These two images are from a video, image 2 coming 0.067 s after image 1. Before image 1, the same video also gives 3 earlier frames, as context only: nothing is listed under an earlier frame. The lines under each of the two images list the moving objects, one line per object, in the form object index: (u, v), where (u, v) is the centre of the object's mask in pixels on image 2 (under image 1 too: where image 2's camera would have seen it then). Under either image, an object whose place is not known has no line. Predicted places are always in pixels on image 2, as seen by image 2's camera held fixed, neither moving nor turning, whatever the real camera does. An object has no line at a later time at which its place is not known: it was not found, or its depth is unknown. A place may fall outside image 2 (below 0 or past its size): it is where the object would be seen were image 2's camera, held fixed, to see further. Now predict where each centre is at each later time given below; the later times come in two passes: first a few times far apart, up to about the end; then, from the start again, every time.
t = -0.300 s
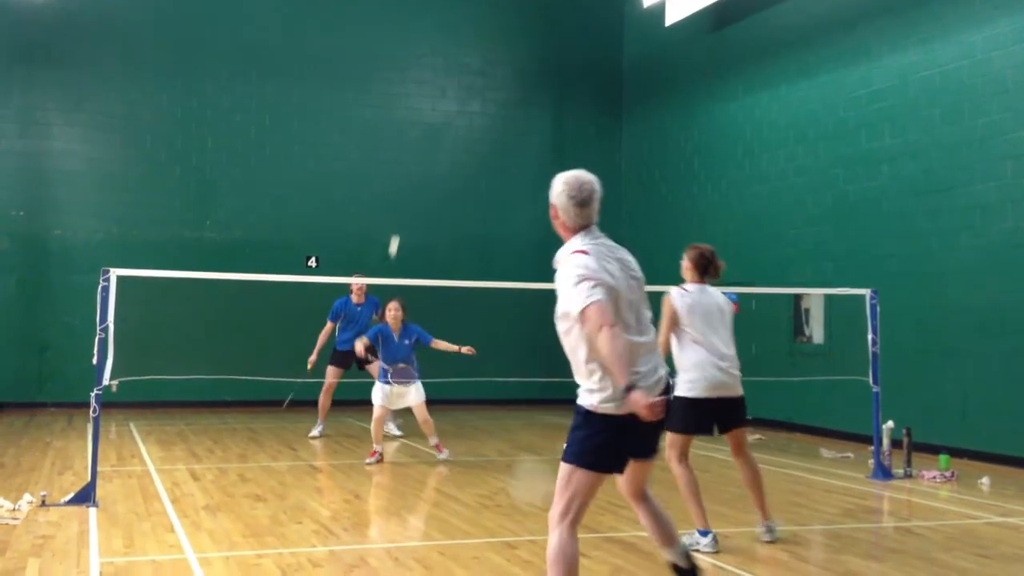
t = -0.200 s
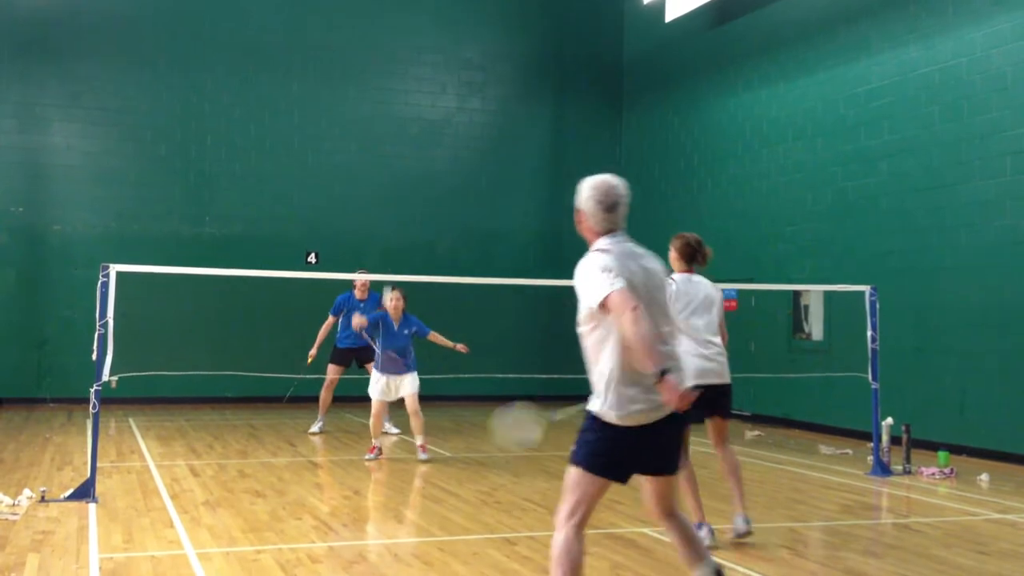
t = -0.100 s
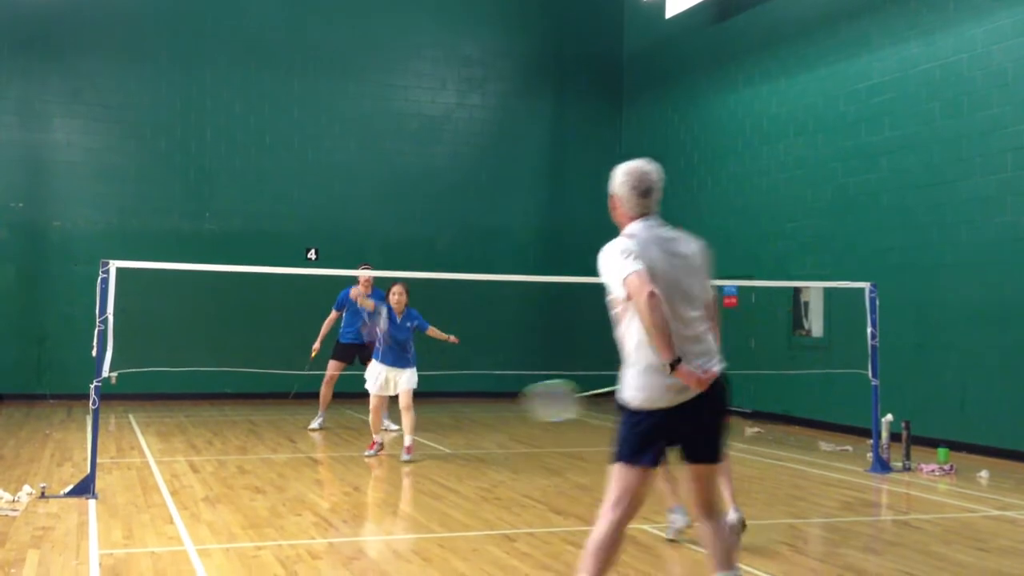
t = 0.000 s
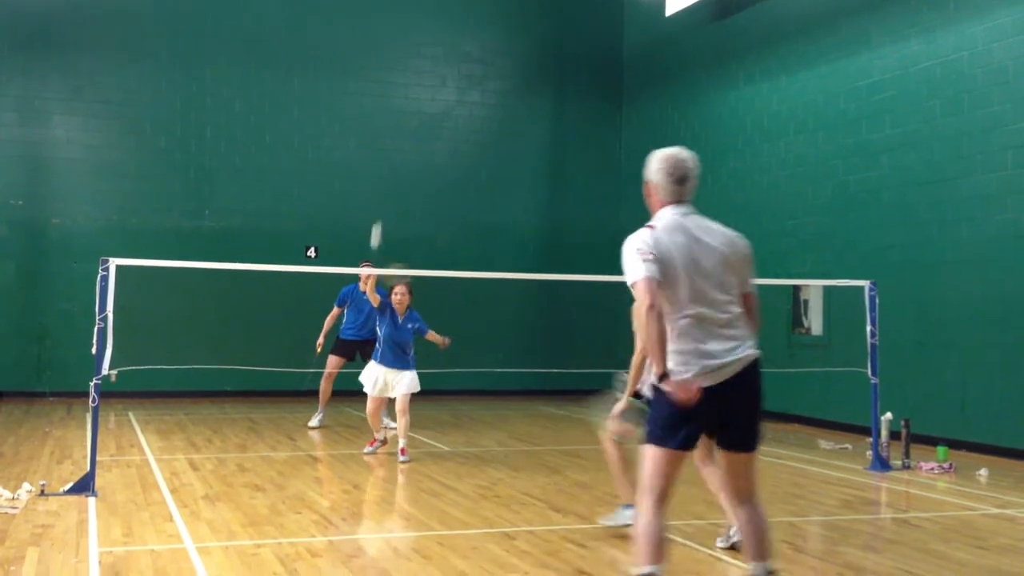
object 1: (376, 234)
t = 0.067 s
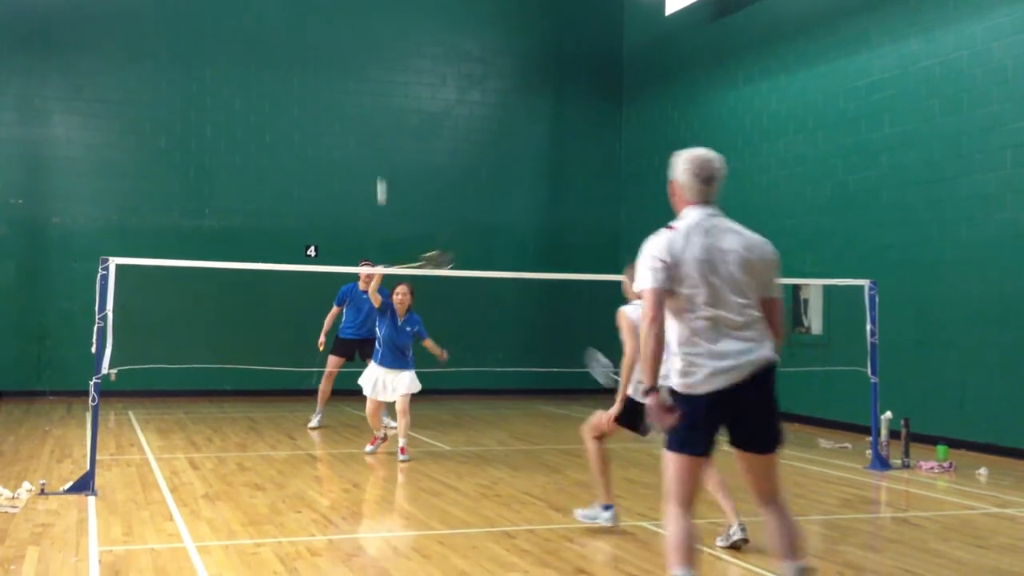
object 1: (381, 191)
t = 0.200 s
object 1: (375, 124)
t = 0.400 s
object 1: (371, 71)
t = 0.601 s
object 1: (361, 82)
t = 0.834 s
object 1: (344, 199)
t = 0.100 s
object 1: (380, 172)
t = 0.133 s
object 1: (378, 155)
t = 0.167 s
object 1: (376, 139)
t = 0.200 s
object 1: (375, 124)
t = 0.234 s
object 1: (375, 112)
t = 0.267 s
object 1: (375, 101)
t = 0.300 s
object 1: (374, 91)
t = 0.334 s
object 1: (373, 82)
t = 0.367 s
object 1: (372, 76)
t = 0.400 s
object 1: (371, 71)
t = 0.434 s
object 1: (370, 68)
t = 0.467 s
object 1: (368, 67)
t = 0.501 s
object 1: (367, 67)
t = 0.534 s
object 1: (365, 70)
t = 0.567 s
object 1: (363, 75)
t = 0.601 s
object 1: (361, 82)
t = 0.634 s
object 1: (358, 91)
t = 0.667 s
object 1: (355, 103)
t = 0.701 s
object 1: (353, 118)
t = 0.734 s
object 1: (351, 134)
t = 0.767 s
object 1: (349, 153)
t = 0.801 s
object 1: (346, 174)
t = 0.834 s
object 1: (344, 199)
